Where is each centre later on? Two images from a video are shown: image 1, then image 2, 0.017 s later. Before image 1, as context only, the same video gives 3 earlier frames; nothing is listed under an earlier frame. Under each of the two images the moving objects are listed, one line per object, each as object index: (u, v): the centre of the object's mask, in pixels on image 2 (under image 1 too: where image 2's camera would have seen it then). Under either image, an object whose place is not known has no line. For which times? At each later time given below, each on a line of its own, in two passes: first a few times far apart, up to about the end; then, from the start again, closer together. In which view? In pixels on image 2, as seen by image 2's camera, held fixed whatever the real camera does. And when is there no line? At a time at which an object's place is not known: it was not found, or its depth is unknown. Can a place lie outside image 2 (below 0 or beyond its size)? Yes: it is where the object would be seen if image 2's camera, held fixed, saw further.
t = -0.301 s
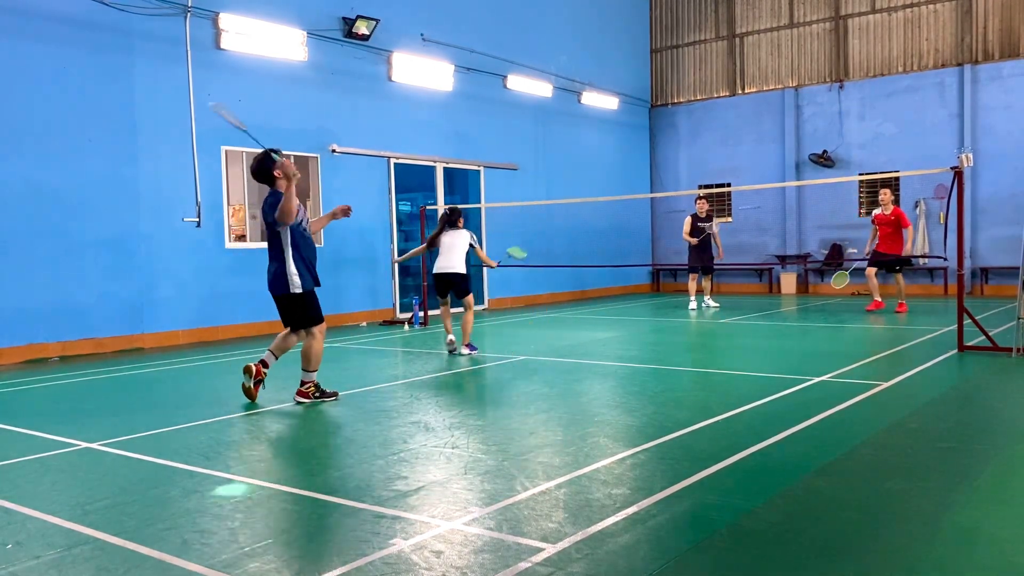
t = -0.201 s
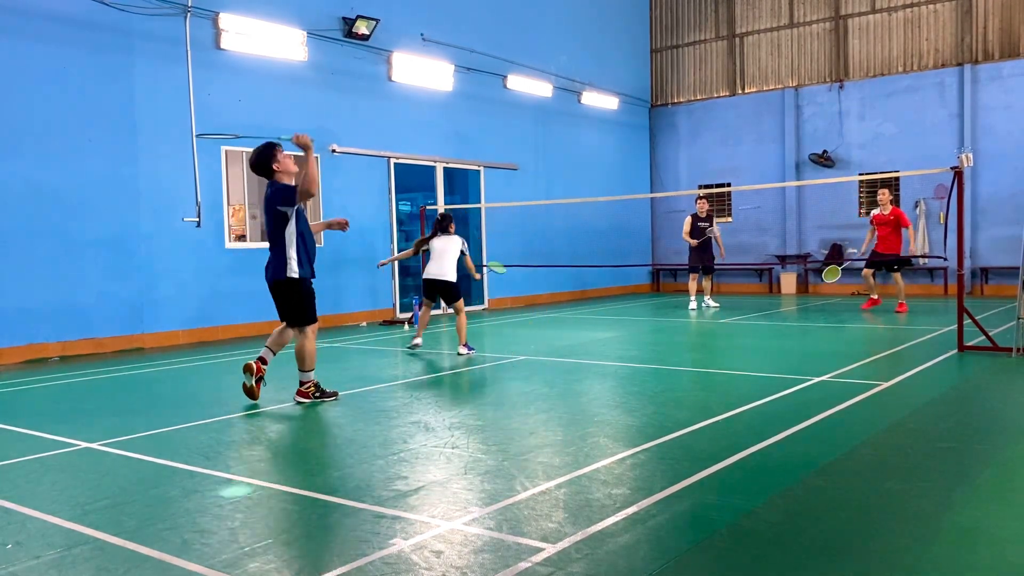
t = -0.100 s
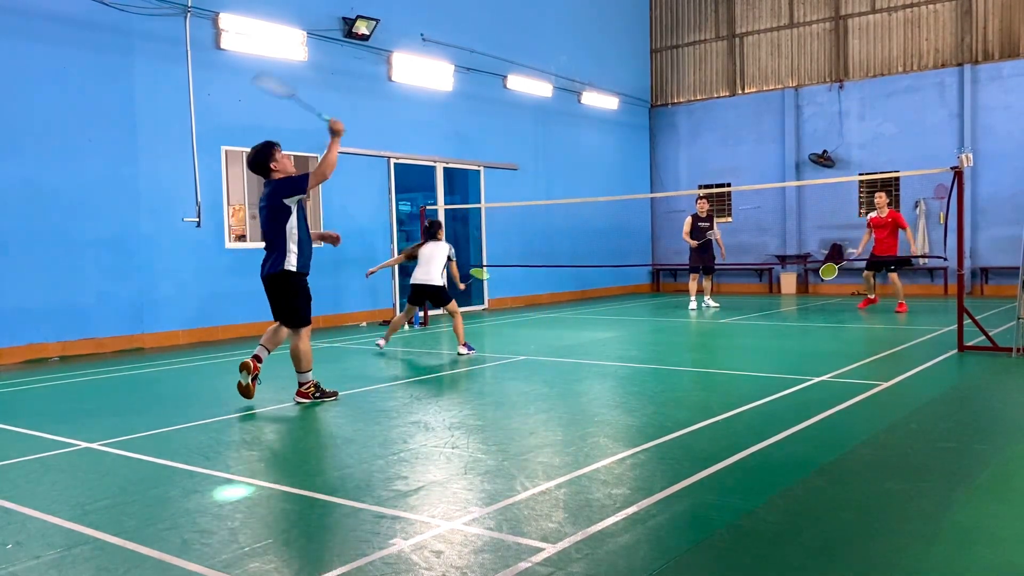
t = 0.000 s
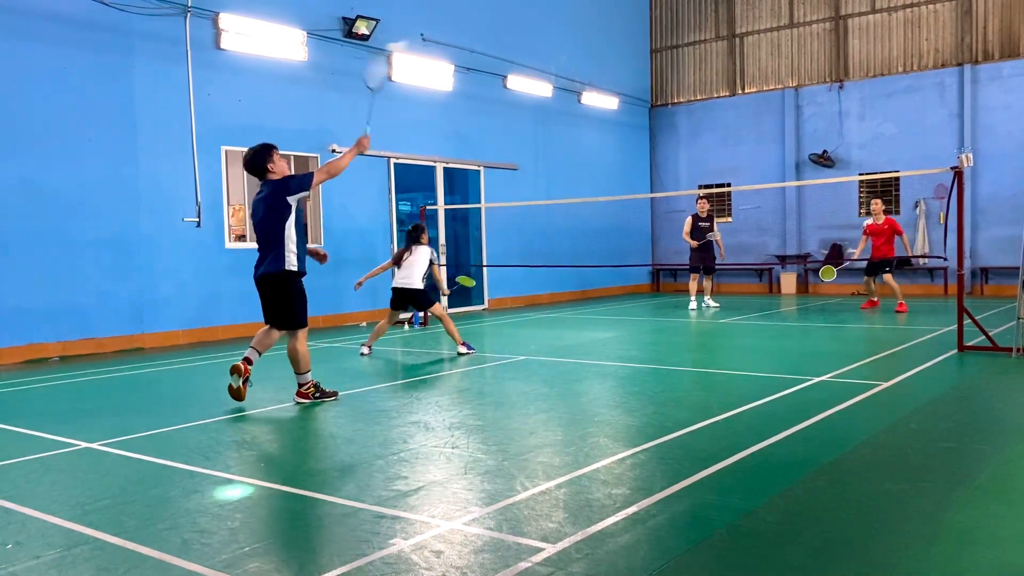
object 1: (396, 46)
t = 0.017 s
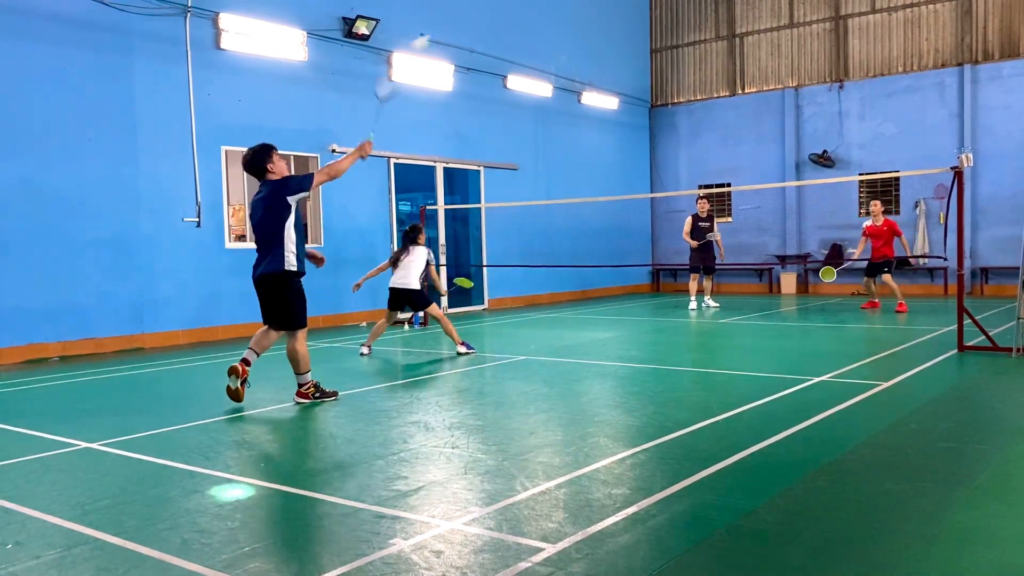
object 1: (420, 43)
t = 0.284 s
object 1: (611, 25)
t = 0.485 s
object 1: (675, 58)
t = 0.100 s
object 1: (506, 22)
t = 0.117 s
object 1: (519, 21)
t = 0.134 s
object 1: (531, 21)
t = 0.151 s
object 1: (542, 20)
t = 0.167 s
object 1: (553, 20)
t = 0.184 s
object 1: (562, 19)
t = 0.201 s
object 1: (572, 19)
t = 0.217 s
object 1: (580, 20)
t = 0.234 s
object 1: (589, 21)
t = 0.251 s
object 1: (596, 22)
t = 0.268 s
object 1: (604, 24)
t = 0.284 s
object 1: (611, 25)
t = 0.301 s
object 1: (617, 27)
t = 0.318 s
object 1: (624, 29)
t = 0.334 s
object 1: (629, 31)
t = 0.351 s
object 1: (636, 34)
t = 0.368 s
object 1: (641, 36)
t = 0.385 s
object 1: (647, 39)
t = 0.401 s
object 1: (652, 42)
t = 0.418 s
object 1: (657, 45)
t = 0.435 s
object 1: (661, 48)
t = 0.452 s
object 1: (666, 51)
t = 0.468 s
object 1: (670, 55)
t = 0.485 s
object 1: (675, 58)
